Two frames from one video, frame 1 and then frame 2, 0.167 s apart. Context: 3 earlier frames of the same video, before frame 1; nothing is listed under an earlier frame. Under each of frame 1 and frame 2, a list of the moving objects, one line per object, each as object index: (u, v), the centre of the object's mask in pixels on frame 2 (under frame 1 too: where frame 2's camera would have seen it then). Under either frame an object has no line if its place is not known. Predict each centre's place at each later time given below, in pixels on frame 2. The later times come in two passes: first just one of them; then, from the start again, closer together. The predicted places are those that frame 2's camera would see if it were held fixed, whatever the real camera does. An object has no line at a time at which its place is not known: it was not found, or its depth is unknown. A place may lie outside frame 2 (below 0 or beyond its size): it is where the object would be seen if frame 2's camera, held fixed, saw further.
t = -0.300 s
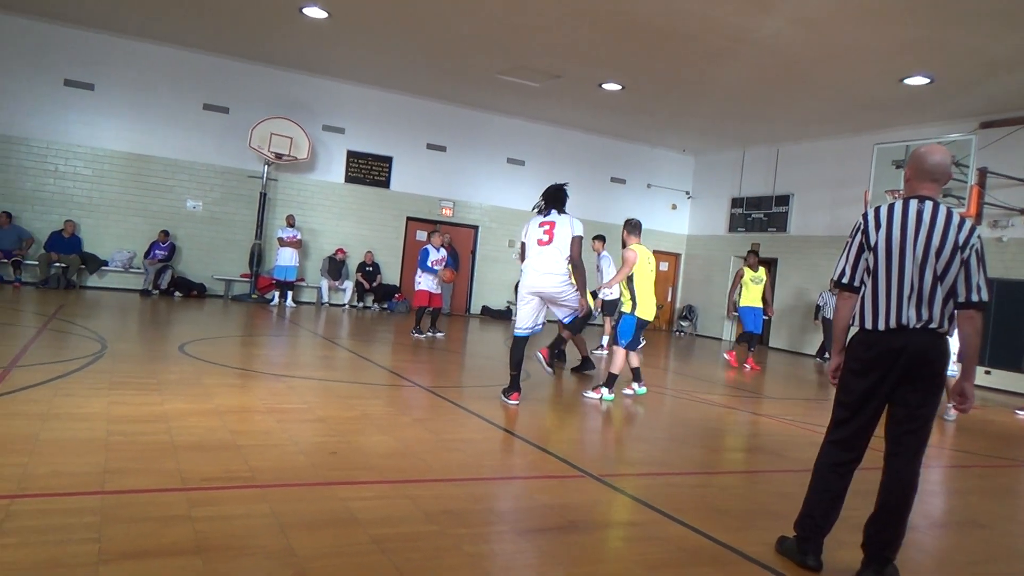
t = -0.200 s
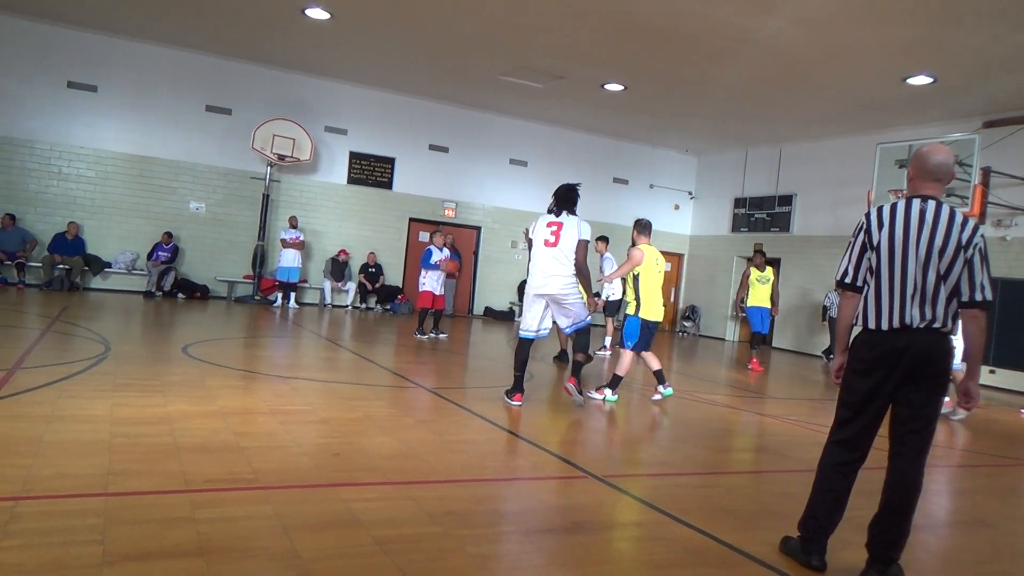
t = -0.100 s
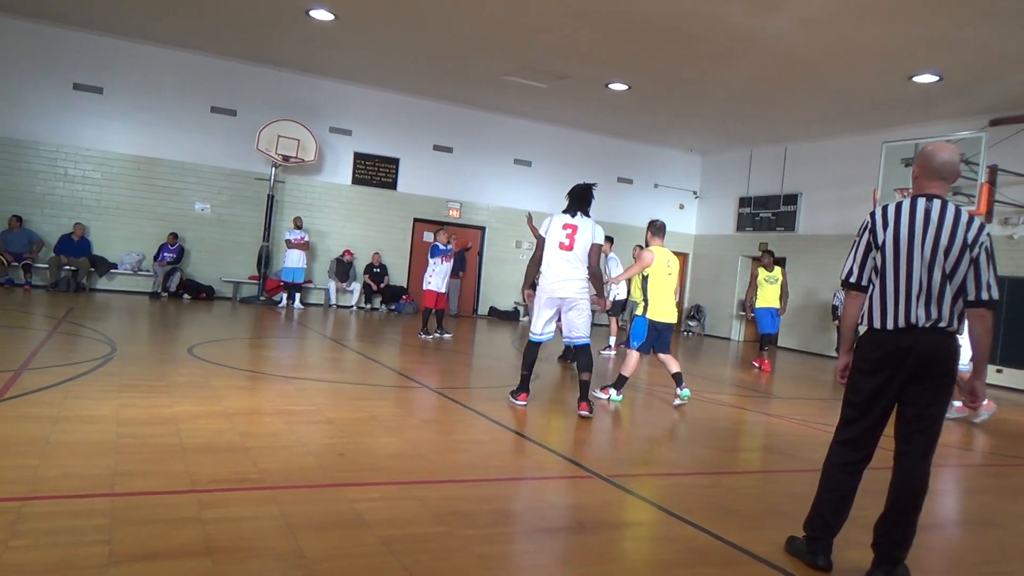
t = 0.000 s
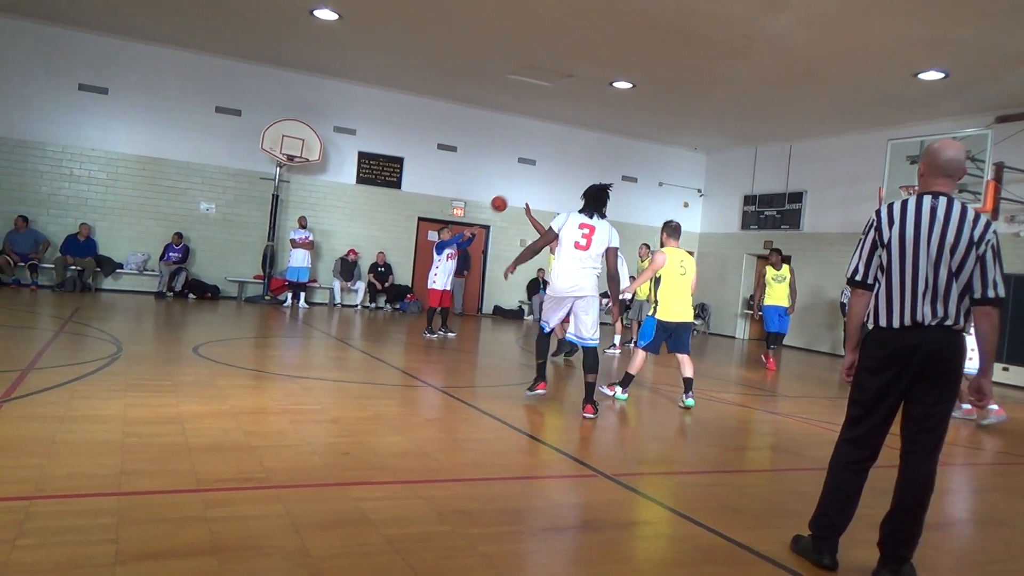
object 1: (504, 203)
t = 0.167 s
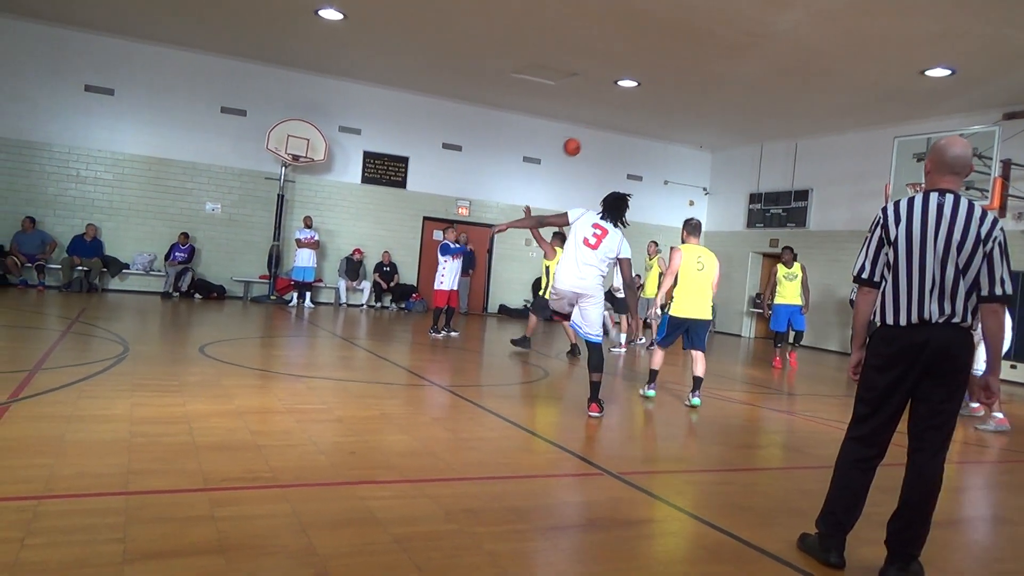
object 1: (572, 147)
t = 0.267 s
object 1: (616, 119)
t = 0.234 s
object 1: (601, 128)
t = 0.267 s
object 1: (616, 119)
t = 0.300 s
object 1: (632, 111)
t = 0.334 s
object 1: (648, 104)
